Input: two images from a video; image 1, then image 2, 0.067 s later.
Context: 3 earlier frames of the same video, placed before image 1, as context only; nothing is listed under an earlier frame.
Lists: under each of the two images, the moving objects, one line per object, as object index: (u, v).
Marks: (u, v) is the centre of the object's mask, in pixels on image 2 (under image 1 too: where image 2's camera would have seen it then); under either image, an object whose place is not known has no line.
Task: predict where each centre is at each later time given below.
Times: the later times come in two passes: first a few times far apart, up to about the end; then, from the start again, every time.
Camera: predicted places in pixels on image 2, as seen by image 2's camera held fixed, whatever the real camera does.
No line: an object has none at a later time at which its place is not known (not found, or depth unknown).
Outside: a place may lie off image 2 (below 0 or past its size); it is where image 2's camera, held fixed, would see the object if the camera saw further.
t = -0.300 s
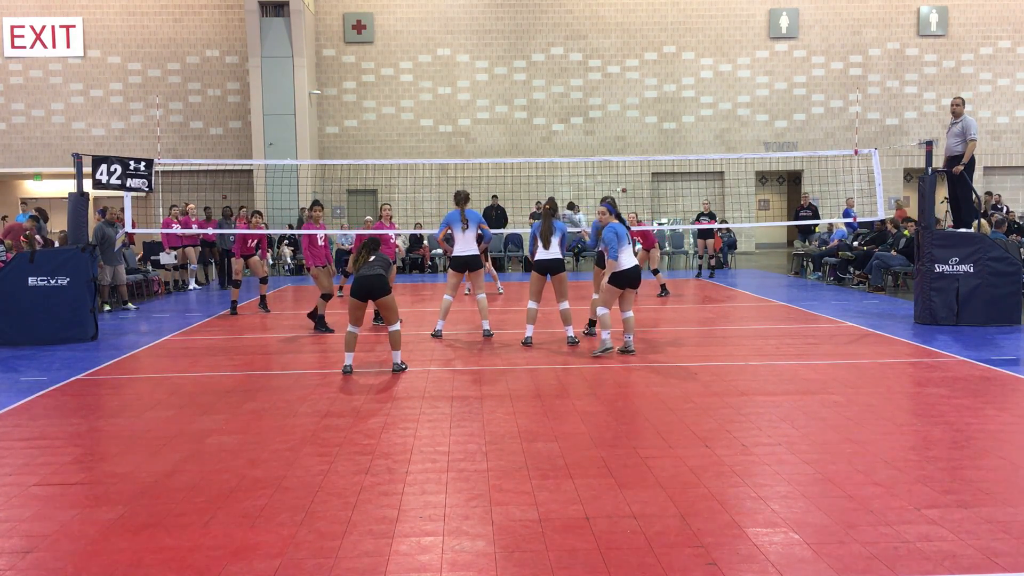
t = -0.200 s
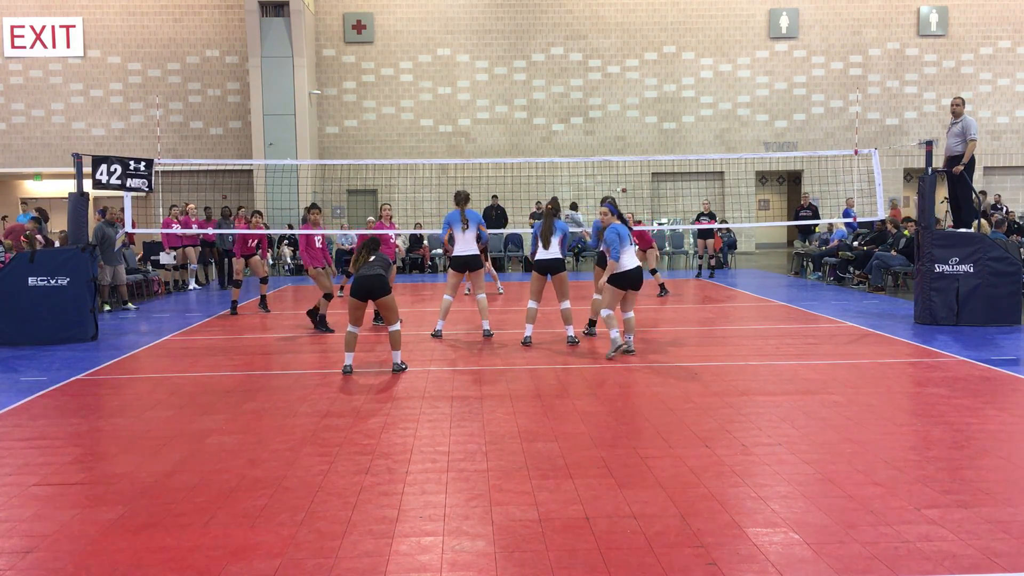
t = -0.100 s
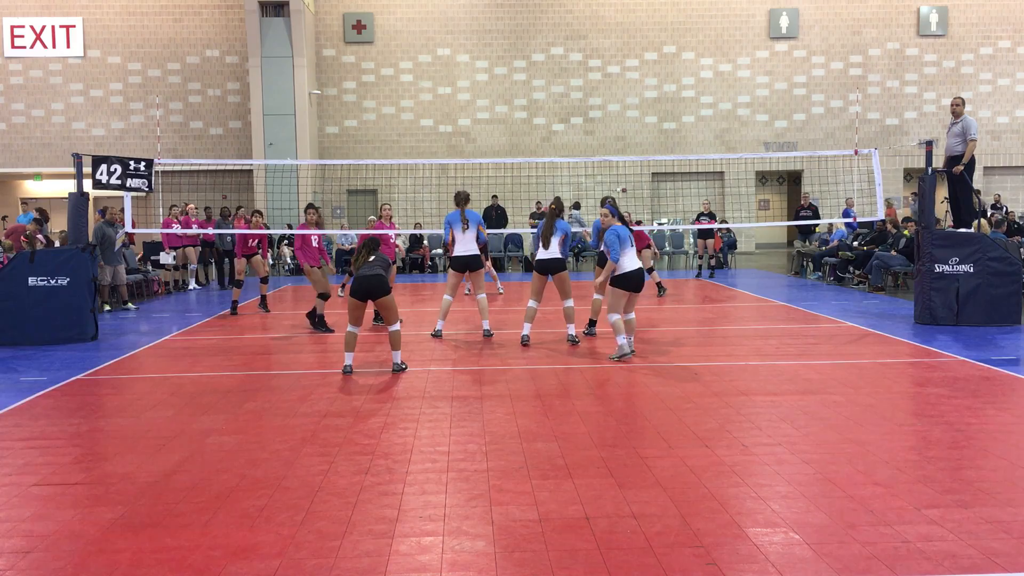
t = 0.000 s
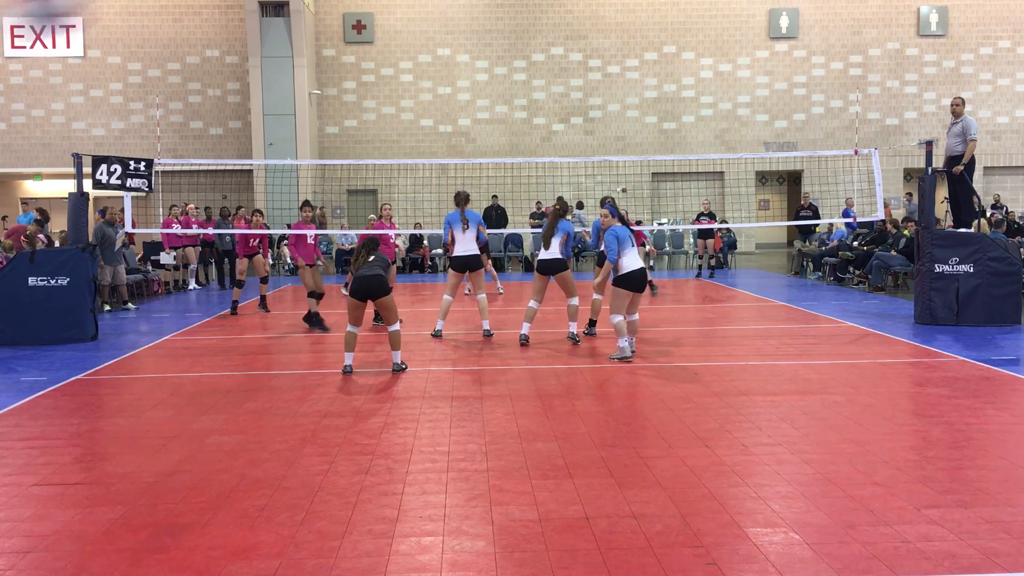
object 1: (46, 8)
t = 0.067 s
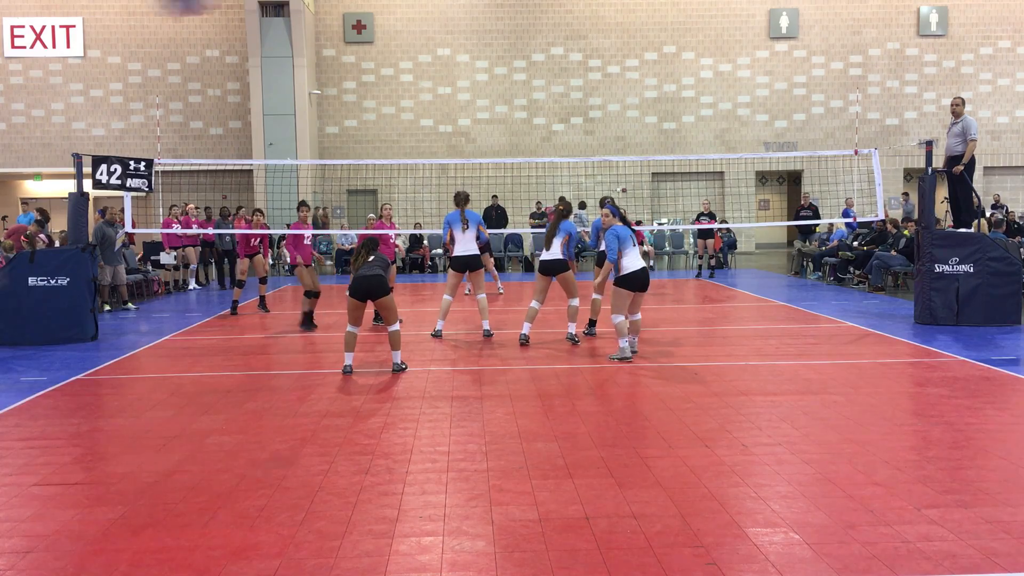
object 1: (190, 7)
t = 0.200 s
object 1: (348, 4)
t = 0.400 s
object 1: (471, 23)
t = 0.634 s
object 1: (550, 74)
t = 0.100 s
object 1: (237, 4)
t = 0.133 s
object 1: (280, 4)
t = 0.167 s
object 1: (320, 3)
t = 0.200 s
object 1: (348, 4)
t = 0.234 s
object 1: (375, 5)
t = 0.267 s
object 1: (396, 6)
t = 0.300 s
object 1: (419, 8)
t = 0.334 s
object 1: (439, 11)
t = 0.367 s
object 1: (455, 17)
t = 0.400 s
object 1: (471, 23)
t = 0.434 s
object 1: (485, 30)
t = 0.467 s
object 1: (498, 37)
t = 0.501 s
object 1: (510, 44)
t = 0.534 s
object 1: (522, 52)
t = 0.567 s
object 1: (533, 59)
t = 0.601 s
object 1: (540, 66)
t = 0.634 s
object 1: (550, 74)
